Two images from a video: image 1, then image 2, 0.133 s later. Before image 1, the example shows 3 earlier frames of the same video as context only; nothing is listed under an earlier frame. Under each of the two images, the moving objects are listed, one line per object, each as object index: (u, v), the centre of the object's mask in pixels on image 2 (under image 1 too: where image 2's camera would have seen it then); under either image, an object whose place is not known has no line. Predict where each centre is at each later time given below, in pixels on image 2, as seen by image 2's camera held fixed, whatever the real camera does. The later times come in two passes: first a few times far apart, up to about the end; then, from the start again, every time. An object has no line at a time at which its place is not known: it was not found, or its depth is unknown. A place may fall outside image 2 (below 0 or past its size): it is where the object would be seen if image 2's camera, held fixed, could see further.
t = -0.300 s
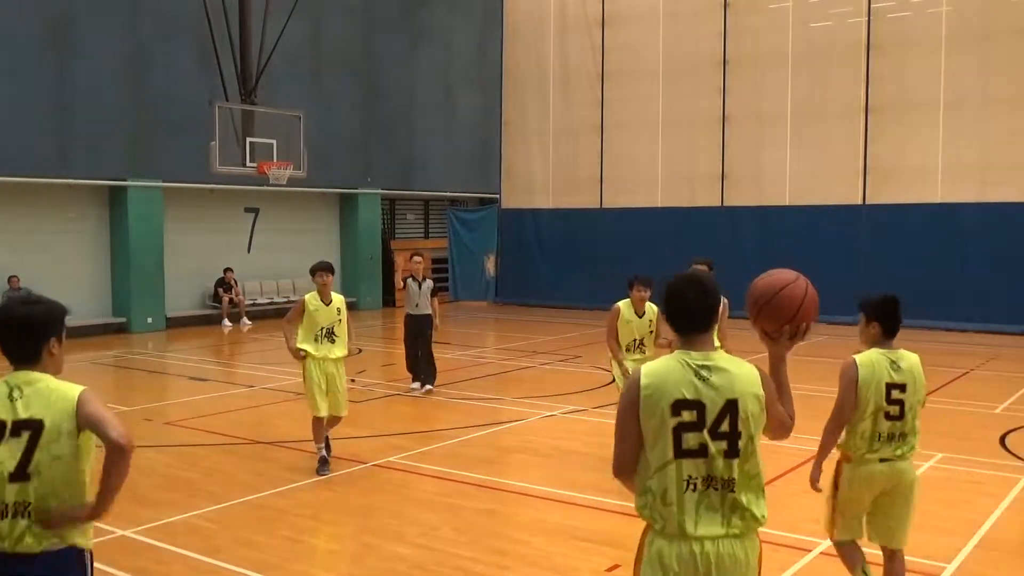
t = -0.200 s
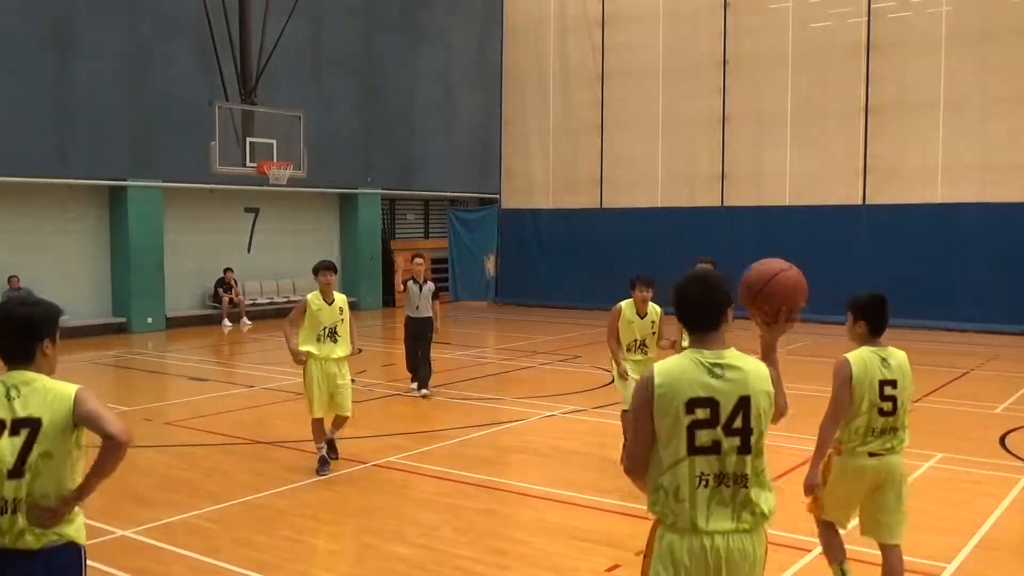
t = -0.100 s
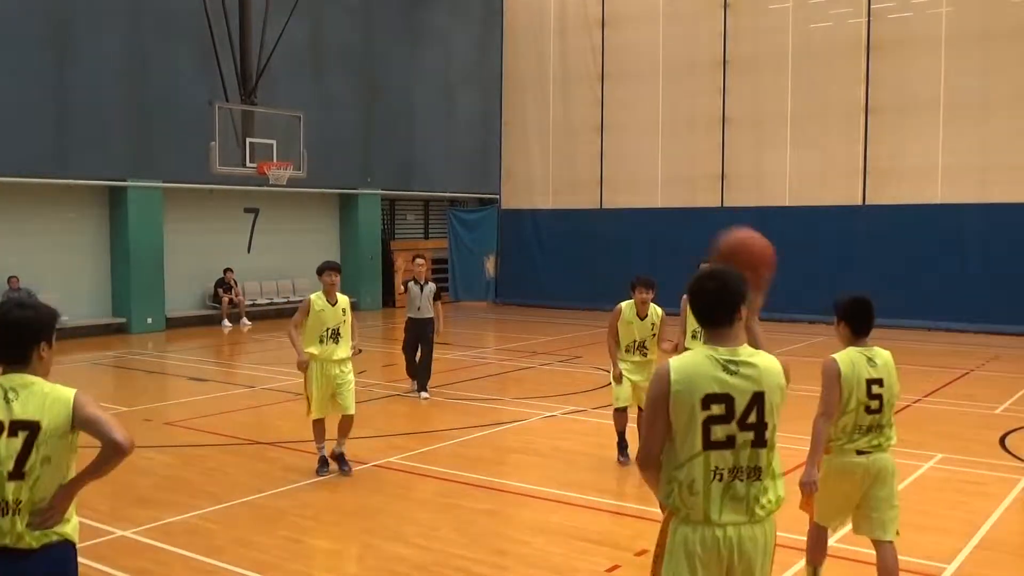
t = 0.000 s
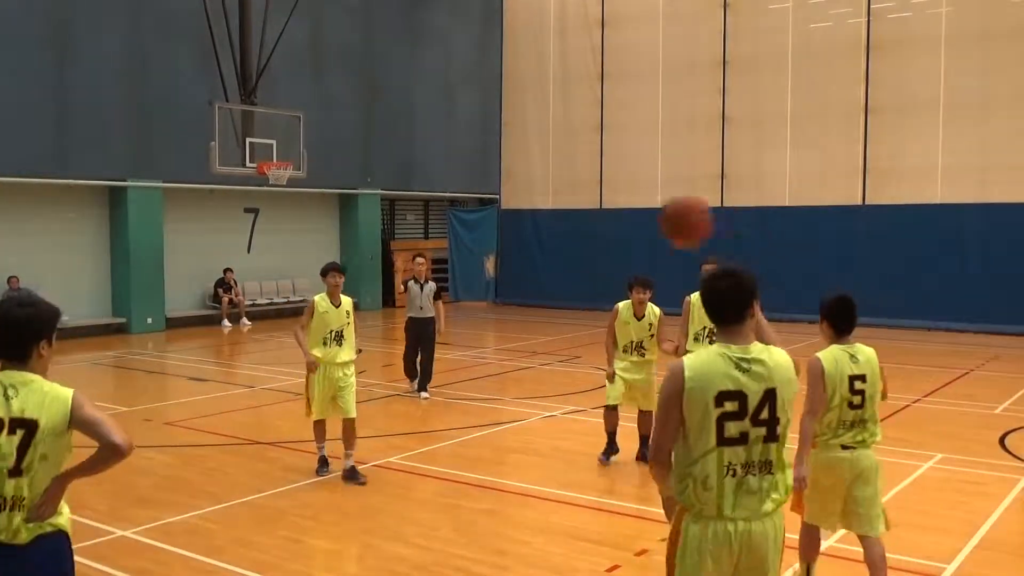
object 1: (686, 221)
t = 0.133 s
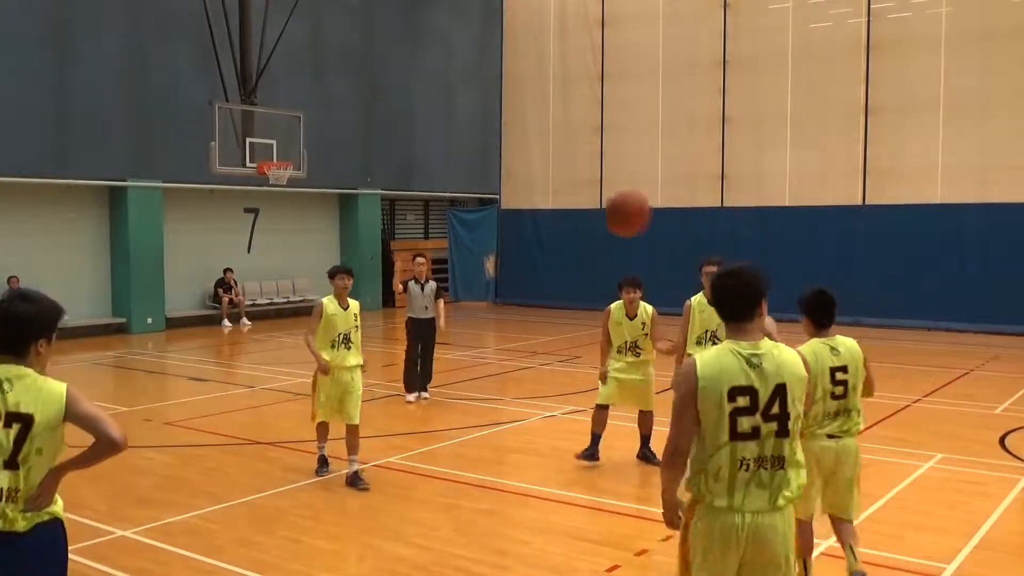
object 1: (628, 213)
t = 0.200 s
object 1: (604, 223)
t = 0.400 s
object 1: (552, 278)
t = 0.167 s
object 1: (617, 217)
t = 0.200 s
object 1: (604, 223)
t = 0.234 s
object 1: (594, 228)
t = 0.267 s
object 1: (585, 236)
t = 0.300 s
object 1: (576, 245)
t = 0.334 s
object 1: (567, 256)
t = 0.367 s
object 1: (559, 266)
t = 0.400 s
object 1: (552, 278)
